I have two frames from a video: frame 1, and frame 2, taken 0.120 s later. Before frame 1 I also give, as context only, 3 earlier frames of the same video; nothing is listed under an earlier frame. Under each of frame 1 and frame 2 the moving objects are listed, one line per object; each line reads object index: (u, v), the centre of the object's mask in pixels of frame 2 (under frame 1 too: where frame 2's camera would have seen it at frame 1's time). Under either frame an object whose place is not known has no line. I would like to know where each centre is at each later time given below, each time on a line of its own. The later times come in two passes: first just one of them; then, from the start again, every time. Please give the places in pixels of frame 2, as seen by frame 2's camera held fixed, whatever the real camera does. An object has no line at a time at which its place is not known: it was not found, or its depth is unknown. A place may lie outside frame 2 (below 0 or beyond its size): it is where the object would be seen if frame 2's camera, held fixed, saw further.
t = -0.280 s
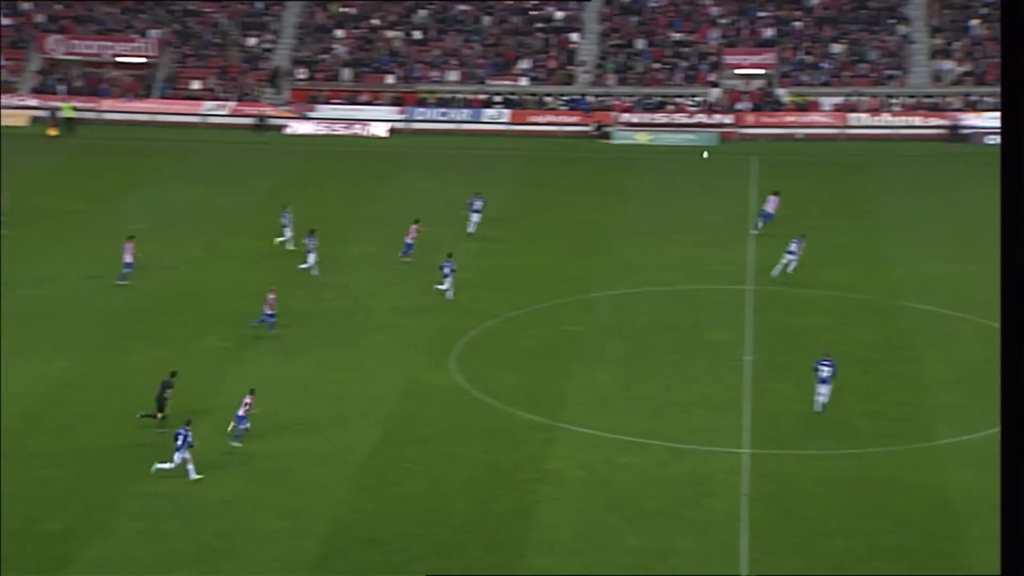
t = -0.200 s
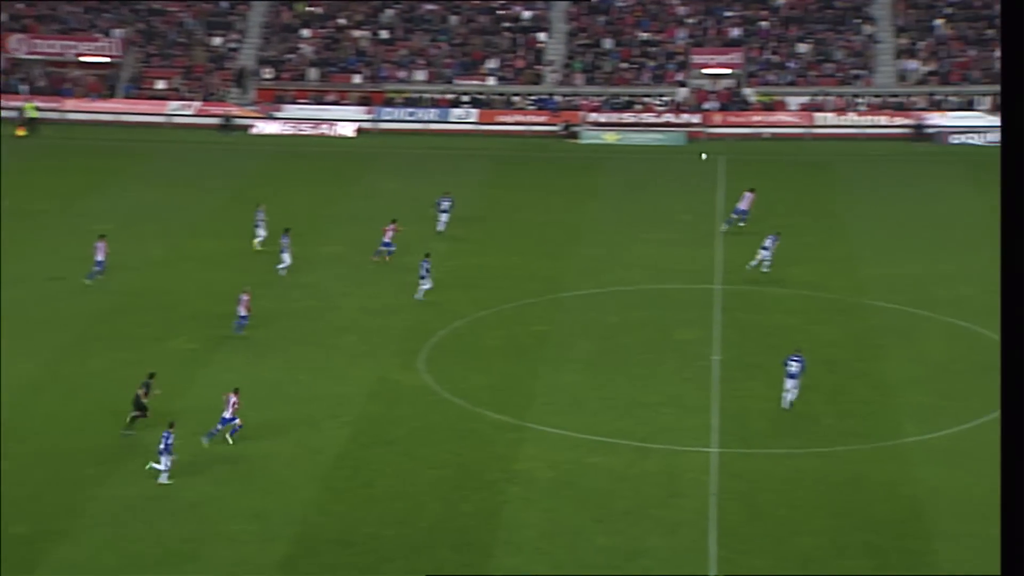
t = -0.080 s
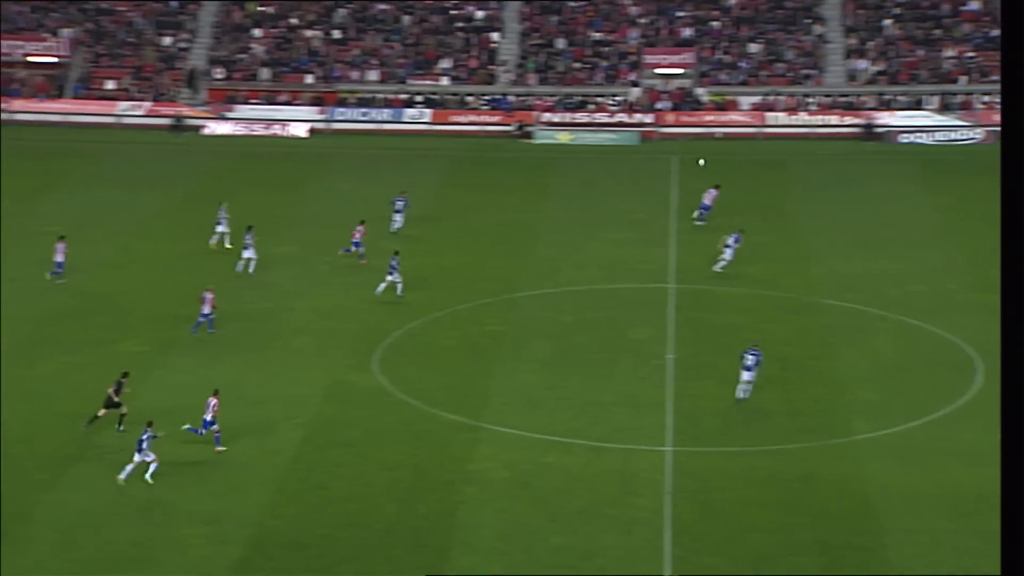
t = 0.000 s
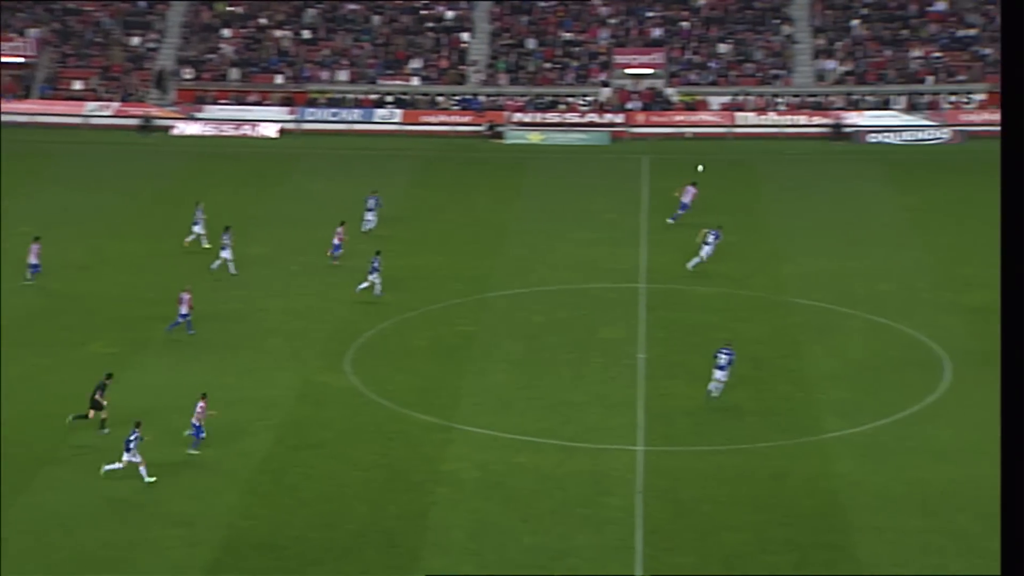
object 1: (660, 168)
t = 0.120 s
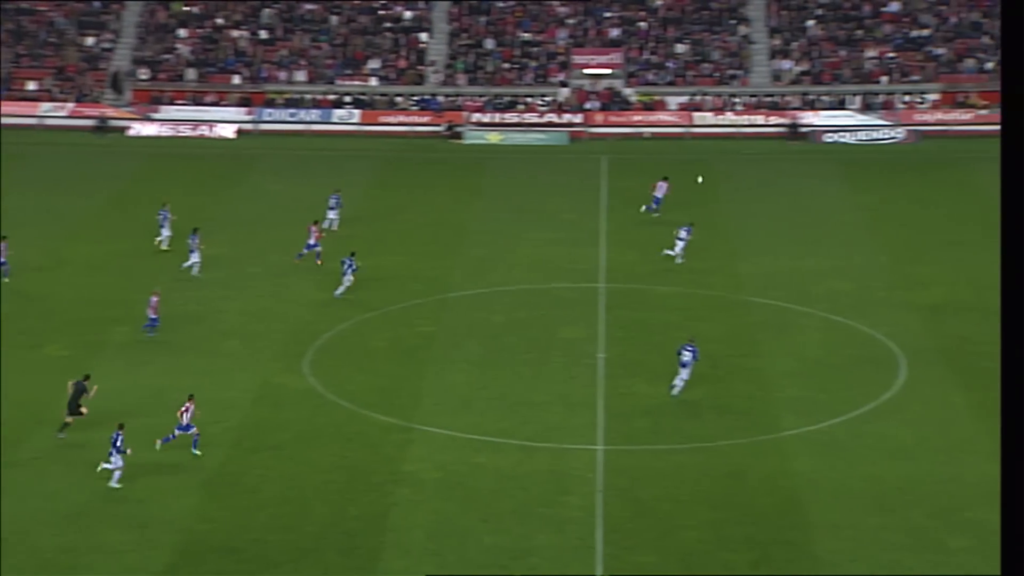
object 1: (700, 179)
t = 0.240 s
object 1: (738, 192)
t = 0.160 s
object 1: (712, 184)
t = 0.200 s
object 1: (726, 189)
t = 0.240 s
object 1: (738, 192)
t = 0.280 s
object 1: (749, 187)
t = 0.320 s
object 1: (759, 182)
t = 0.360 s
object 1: (769, 177)
